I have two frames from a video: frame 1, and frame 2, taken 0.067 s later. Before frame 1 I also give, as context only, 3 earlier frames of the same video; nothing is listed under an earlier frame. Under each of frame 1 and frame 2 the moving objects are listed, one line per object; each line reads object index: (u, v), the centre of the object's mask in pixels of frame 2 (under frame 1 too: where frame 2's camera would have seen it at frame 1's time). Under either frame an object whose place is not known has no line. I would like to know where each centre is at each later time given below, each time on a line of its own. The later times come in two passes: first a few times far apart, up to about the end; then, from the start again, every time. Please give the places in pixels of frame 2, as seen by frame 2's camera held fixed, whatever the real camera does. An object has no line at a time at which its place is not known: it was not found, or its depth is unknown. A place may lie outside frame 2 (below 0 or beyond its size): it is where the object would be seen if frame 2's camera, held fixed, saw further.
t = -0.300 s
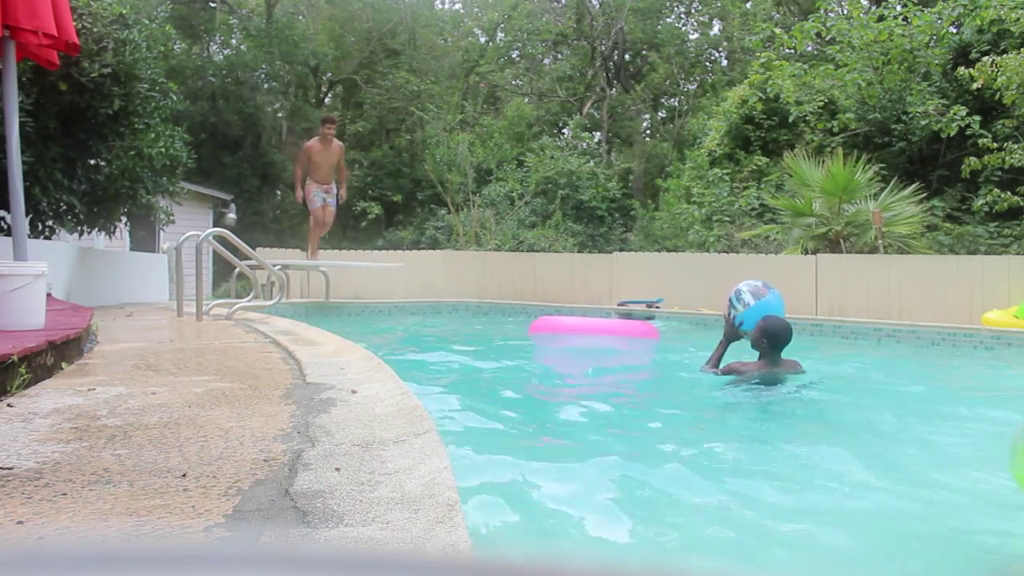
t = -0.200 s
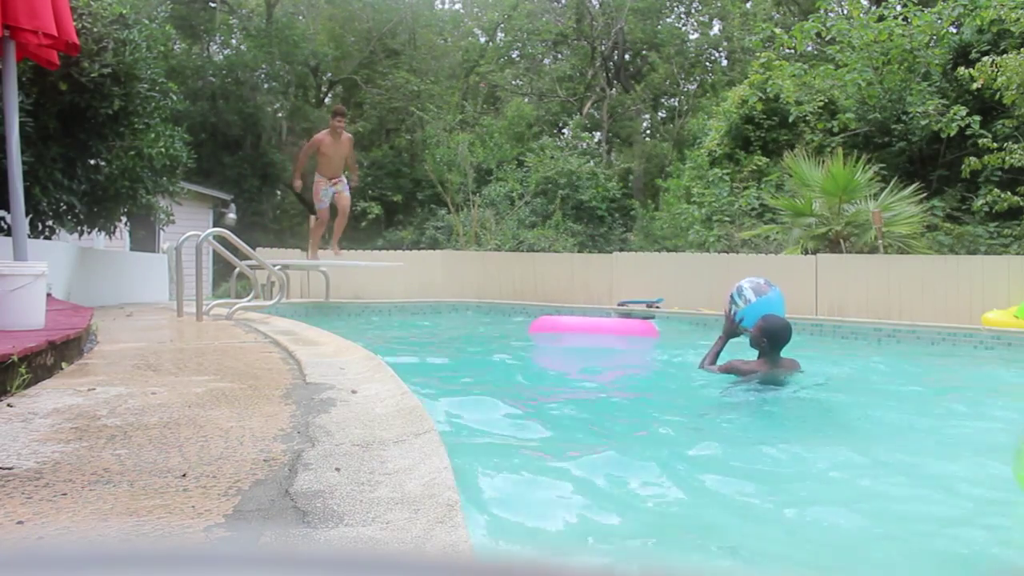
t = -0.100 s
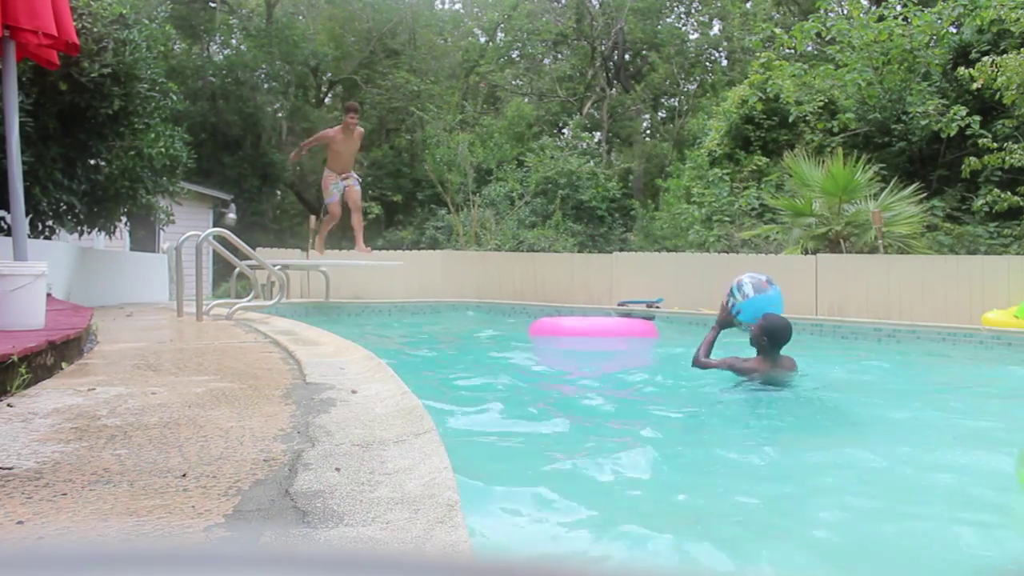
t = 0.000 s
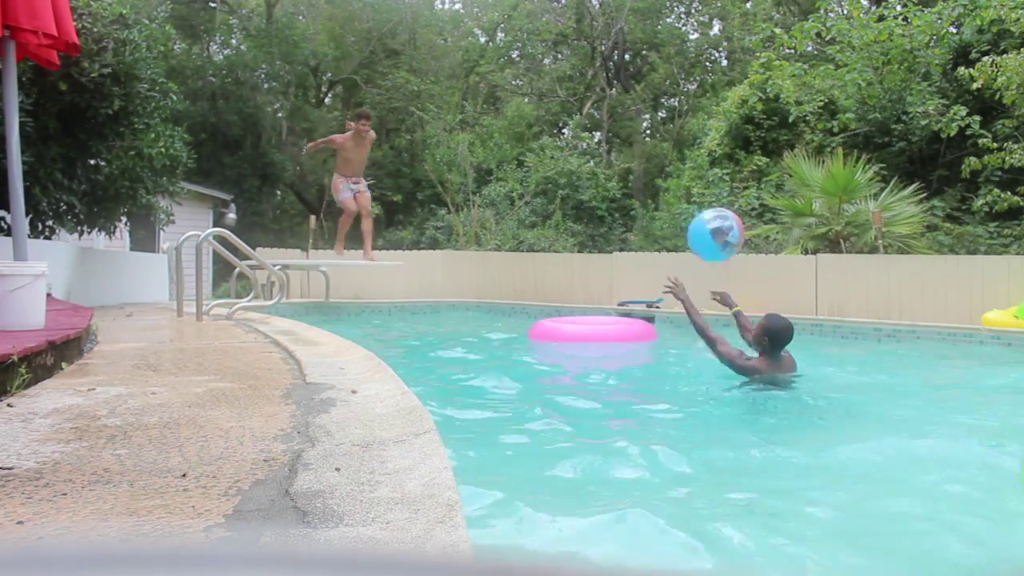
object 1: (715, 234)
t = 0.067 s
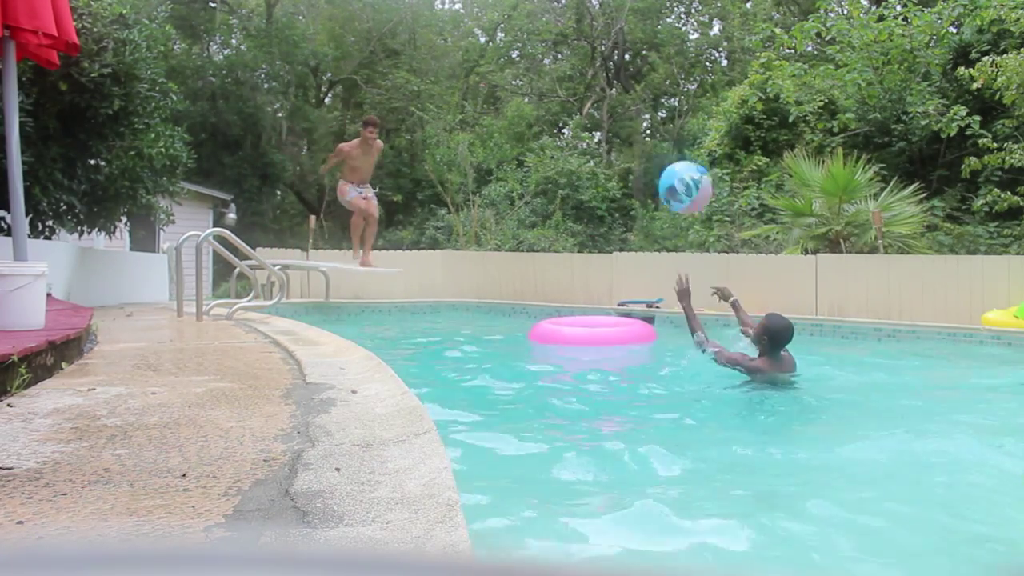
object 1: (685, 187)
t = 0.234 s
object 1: (639, 106)
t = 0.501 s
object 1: (608, 52)
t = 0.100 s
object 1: (673, 167)
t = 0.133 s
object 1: (662, 149)
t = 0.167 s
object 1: (652, 133)
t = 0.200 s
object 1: (645, 119)
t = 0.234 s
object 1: (639, 106)
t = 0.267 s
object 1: (634, 94)
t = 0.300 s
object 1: (629, 84)
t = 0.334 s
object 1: (625, 76)
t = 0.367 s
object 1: (621, 69)
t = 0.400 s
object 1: (617, 63)
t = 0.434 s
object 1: (614, 59)
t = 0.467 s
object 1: (611, 55)
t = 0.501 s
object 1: (608, 52)
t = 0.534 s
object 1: (605, 50)
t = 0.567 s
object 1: (603, 48)
